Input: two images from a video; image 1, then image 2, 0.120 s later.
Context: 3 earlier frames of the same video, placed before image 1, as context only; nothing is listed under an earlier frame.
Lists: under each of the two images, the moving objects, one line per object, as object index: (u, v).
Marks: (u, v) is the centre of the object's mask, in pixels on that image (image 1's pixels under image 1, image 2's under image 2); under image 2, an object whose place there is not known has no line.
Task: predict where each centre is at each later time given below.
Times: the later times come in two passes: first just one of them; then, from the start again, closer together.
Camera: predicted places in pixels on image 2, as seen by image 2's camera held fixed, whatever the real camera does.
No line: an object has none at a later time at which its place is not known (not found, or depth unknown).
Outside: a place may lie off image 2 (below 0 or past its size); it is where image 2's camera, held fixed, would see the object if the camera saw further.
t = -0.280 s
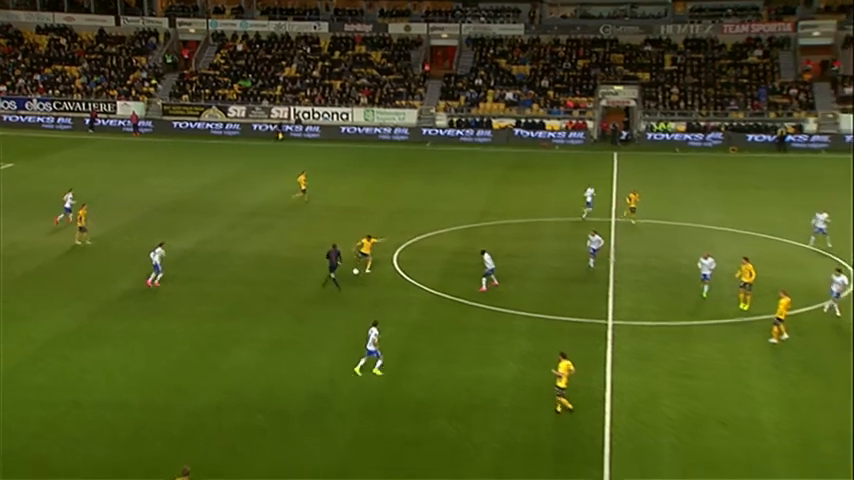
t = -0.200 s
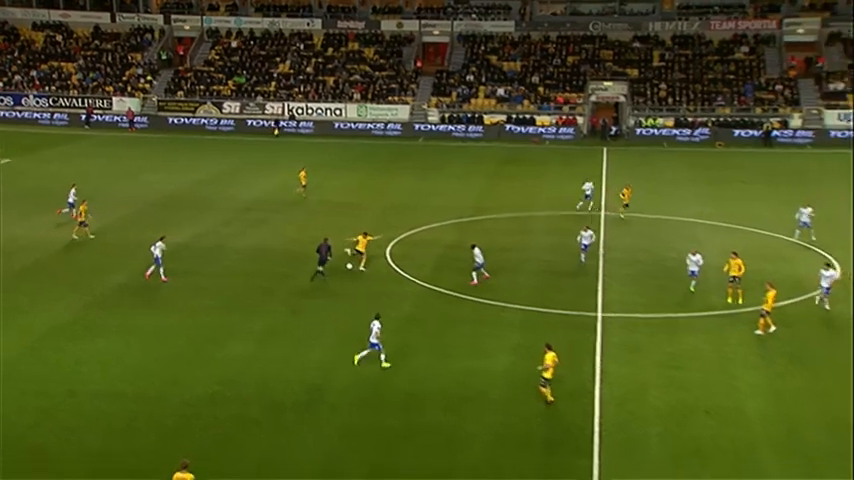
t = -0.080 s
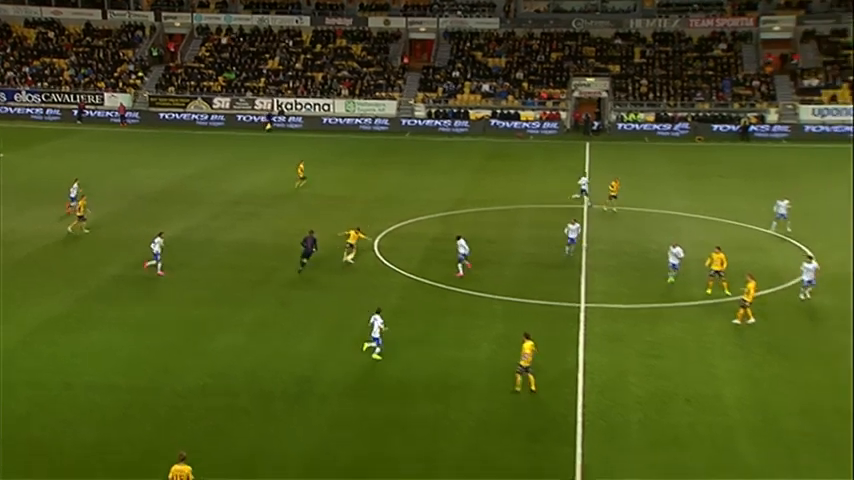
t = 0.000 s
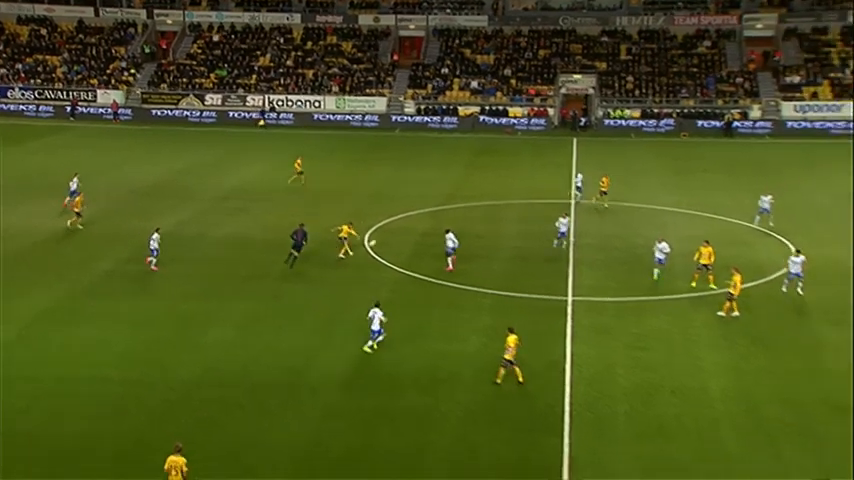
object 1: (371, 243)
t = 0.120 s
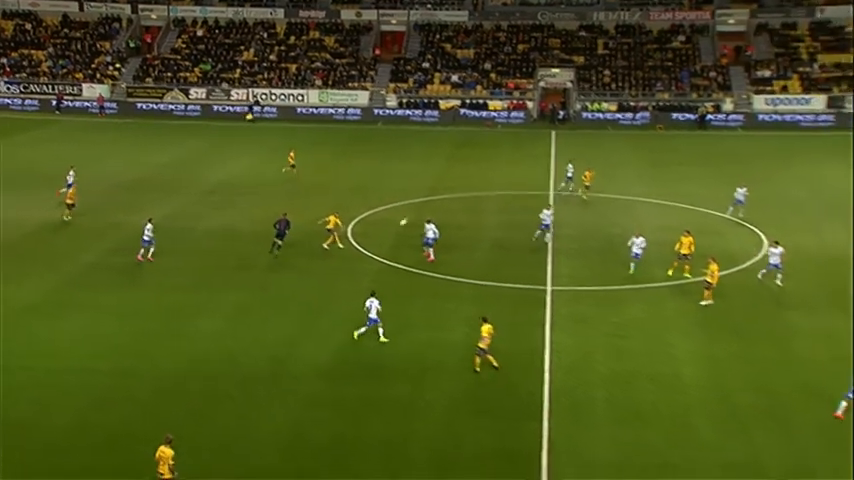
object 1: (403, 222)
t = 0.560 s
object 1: (592, 186)
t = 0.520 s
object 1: (573, 188)
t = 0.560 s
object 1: (592, 186)
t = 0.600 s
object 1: (610, 184)
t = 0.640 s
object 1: (629, 182)
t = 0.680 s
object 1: (647, 180)
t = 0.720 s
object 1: (667, 179)
